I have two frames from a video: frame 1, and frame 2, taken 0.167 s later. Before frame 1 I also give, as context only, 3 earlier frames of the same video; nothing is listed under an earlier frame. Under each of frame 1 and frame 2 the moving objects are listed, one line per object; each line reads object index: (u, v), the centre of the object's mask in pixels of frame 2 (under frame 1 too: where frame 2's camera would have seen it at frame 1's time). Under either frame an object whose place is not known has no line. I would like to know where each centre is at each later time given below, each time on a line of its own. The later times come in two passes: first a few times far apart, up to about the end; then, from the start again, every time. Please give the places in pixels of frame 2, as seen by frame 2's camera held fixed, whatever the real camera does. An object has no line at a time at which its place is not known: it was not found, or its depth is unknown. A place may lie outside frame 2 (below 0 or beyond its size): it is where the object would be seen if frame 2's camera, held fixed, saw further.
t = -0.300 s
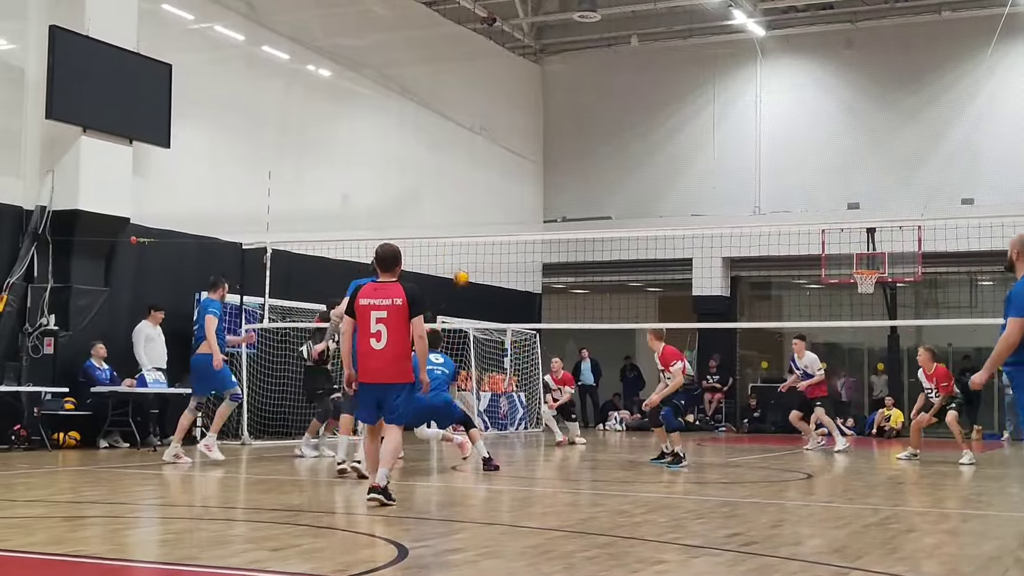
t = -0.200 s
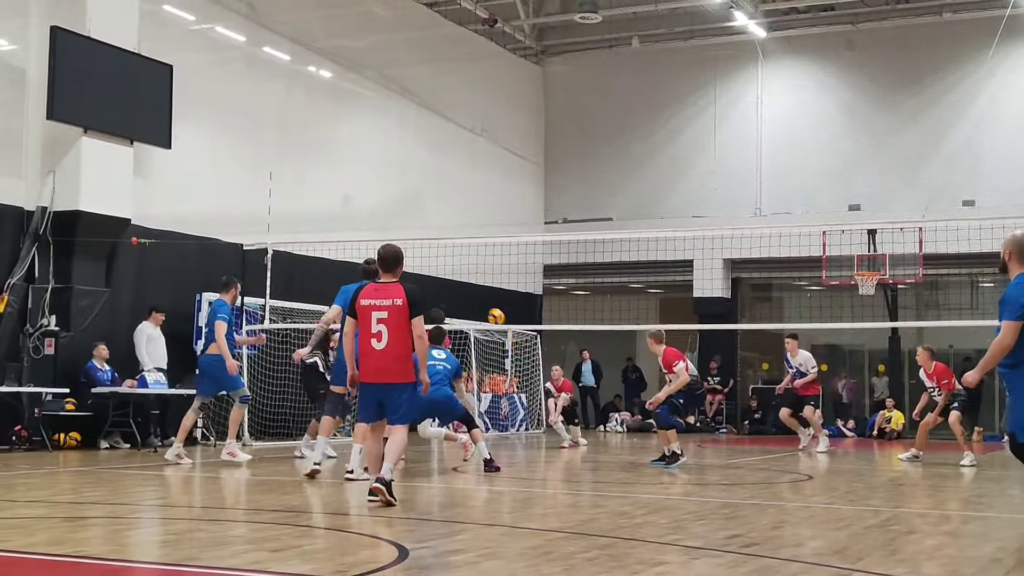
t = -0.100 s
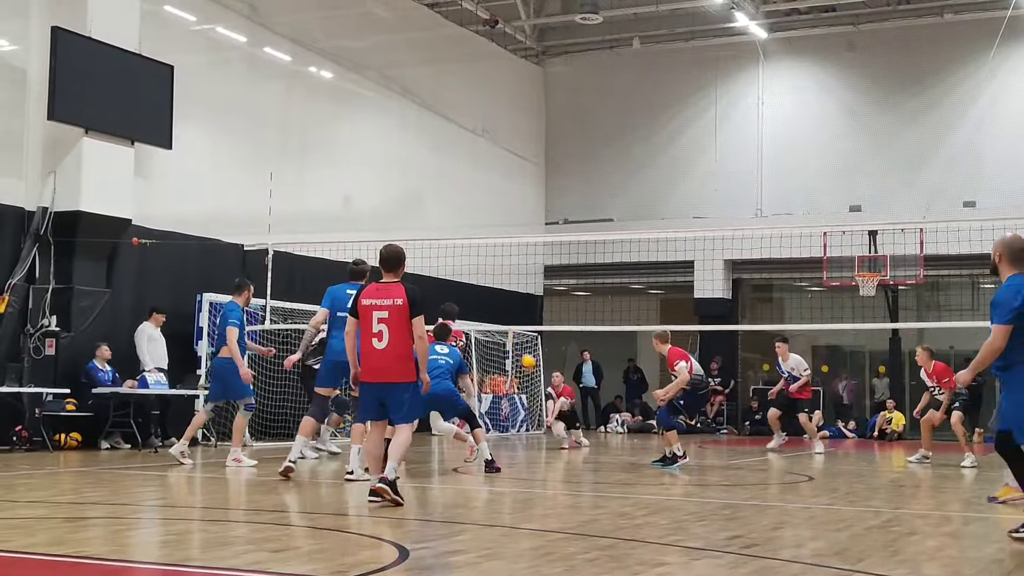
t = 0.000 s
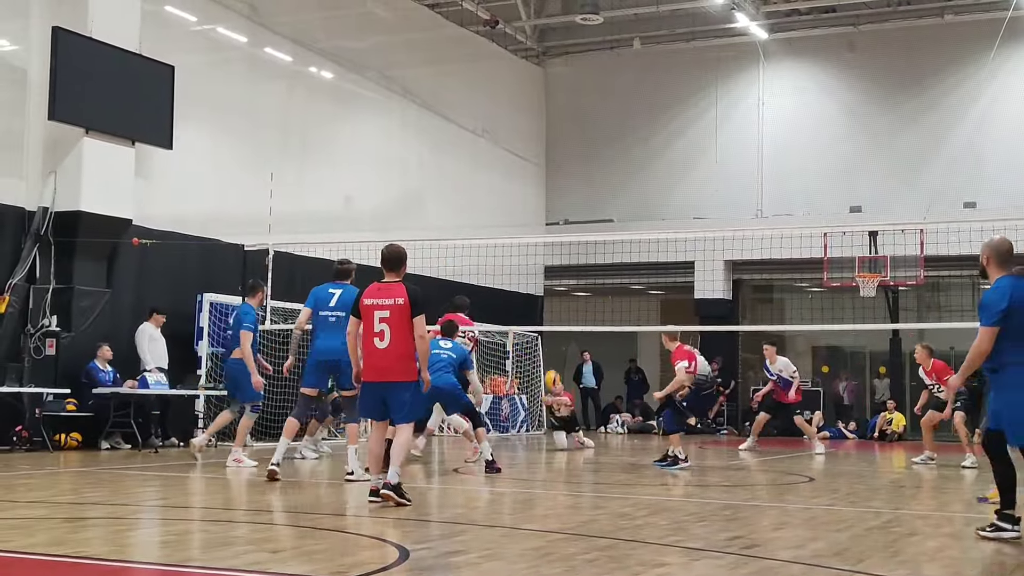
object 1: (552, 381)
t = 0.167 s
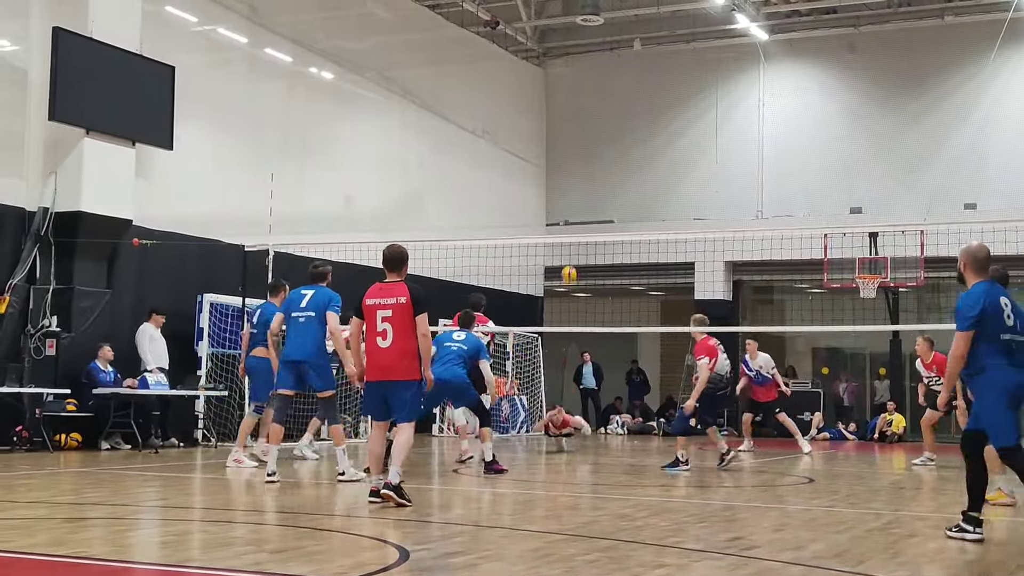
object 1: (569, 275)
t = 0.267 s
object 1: (579, 222)
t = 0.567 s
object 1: (610, 111)
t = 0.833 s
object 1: (636, 68)
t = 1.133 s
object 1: (665, 79)
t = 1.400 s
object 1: (690, 144)
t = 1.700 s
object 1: (717, 276)
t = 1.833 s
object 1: (729, 354)
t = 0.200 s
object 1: (572, 257)
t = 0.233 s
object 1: (575, 239)
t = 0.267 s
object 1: (579, 222)
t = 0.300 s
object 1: (583, 206)
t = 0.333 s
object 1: (586, 191)
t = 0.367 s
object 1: (589, 178)
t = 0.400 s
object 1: (593, 165)
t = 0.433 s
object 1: (597, 152)
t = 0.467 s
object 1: (600, 140)
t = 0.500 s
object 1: (604, 130)
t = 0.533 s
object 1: (607, 120)
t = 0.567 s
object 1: (610, 111)
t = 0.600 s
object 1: (613, 103)
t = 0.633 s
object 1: (616, 95)
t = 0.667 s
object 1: (620, 89)
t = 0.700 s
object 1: (623, 83)
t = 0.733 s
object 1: (626, 78)
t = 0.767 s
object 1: (630, 74)
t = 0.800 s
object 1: (633, 71)
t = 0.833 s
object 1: (636, 68)
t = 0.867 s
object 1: (639, 66)
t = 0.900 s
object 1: (642, 65)
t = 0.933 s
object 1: (646, 64)
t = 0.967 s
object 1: (649, 65)
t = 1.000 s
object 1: (652, 66)
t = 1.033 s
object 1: (656, 68)
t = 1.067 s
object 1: (659, 71)
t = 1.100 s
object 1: (662, 75)
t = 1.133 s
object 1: (665, 79)
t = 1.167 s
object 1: (668, 85)
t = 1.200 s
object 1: (671, 91)
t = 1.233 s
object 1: (674, 98)
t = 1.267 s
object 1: (677, 106)
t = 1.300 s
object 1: (680, 114)
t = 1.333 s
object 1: (683, 123)
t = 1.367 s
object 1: (686, 134)
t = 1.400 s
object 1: (690, 144)
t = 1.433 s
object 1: (692, 156)
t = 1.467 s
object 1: (695, 168)
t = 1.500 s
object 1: (699, 181)
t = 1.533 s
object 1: (702, 195)
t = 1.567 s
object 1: (704, 210)
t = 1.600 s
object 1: (708, 224)
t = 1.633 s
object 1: (711, 242)
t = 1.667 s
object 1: (713, 258)
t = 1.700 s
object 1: (717, 276)
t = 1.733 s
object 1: (721, 295)
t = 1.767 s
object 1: (723, 312)
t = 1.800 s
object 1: (726, 334)
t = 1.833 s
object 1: (729, 354)
